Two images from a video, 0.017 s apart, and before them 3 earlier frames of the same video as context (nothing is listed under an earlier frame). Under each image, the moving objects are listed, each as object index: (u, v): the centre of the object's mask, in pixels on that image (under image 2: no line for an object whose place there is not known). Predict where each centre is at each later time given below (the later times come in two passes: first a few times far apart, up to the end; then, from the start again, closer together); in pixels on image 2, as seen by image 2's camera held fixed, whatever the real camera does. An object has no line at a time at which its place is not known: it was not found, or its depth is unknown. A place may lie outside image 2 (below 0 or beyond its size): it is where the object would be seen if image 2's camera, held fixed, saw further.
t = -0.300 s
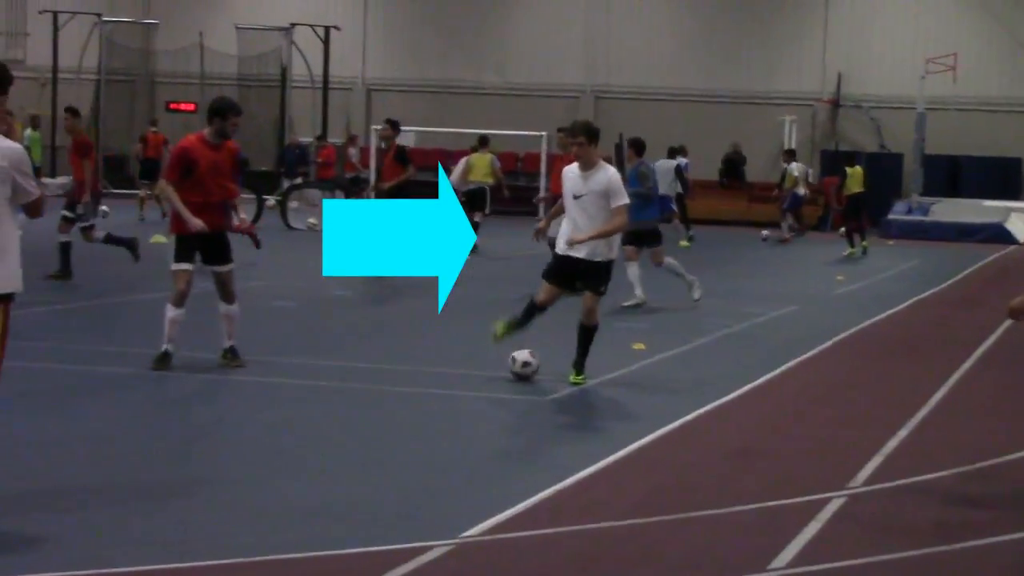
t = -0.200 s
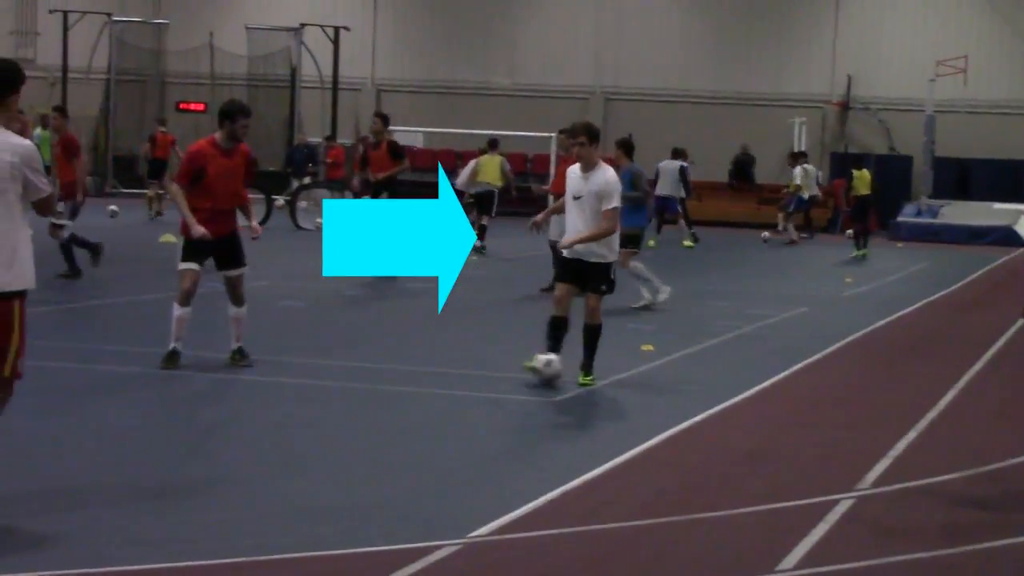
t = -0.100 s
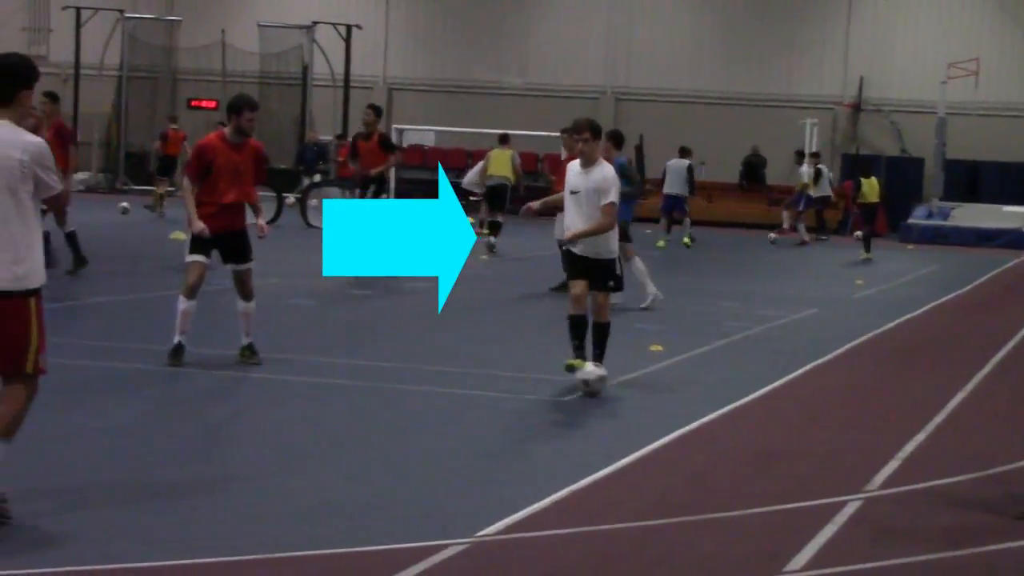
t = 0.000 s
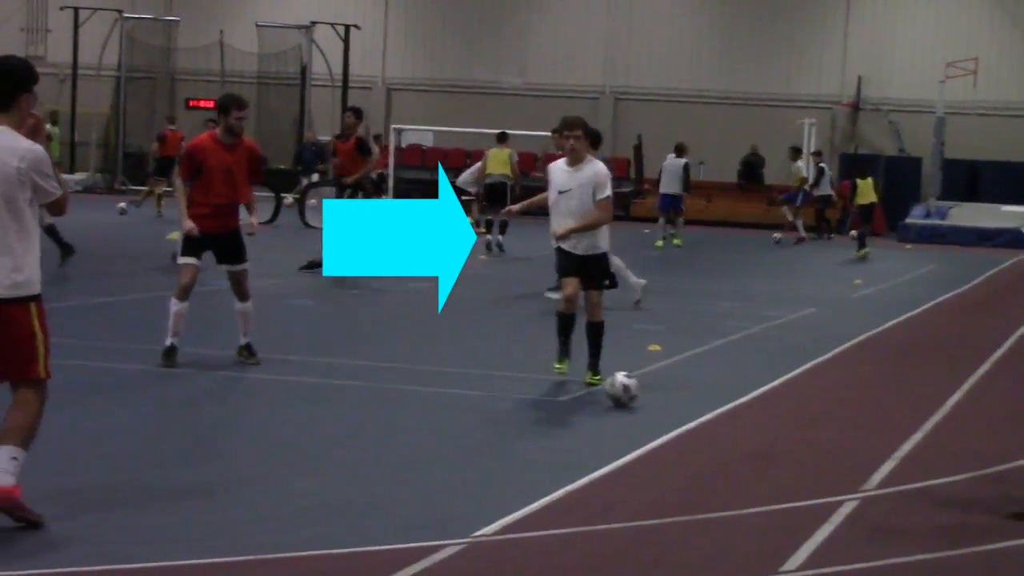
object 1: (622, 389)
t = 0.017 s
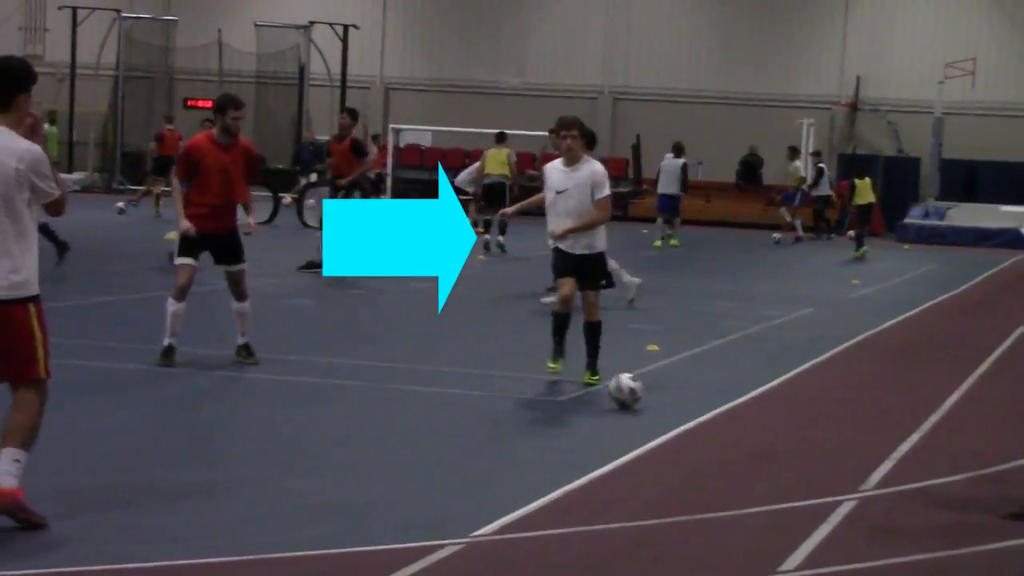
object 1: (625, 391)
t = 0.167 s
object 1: (672, 405)
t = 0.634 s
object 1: (799, 447)
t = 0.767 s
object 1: (833, 460)
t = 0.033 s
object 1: (630, 393)
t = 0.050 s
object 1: (636, 395)
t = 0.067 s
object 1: (641, 396)
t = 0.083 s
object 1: (646, 398)
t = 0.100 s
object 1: (652, 399)
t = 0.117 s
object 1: (657, 401)
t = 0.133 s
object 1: (662, 402)
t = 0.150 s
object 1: (667, 404)
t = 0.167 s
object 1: (672, 405)
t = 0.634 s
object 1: (799, 447)
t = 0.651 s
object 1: (803, 448)
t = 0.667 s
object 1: (808, 450)
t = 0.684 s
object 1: (812, 451)
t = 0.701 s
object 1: (815, 453)
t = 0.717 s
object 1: (820, 456)
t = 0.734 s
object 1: (825, 456)
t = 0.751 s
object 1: (829, 458)
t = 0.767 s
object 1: (833, 460)
